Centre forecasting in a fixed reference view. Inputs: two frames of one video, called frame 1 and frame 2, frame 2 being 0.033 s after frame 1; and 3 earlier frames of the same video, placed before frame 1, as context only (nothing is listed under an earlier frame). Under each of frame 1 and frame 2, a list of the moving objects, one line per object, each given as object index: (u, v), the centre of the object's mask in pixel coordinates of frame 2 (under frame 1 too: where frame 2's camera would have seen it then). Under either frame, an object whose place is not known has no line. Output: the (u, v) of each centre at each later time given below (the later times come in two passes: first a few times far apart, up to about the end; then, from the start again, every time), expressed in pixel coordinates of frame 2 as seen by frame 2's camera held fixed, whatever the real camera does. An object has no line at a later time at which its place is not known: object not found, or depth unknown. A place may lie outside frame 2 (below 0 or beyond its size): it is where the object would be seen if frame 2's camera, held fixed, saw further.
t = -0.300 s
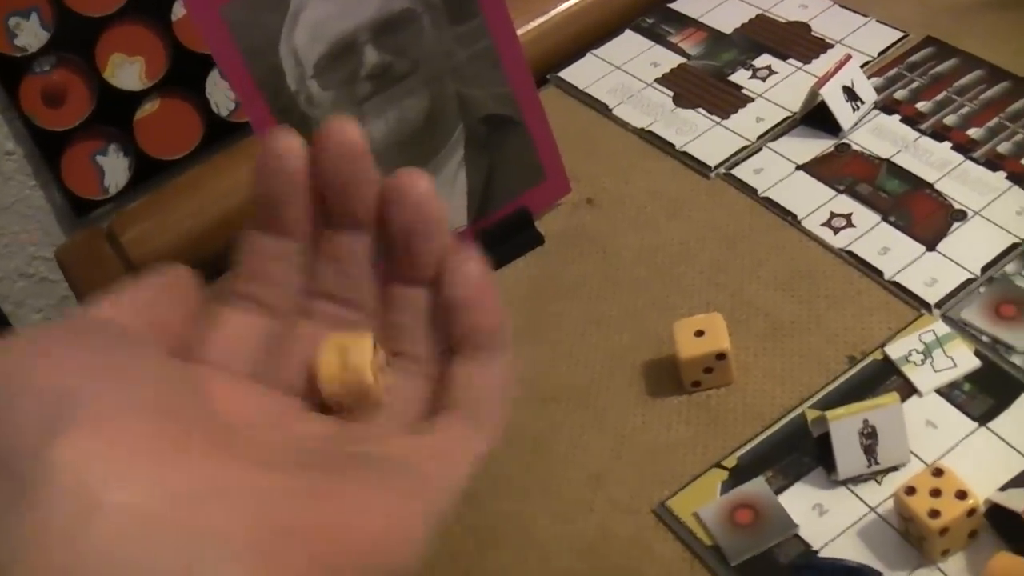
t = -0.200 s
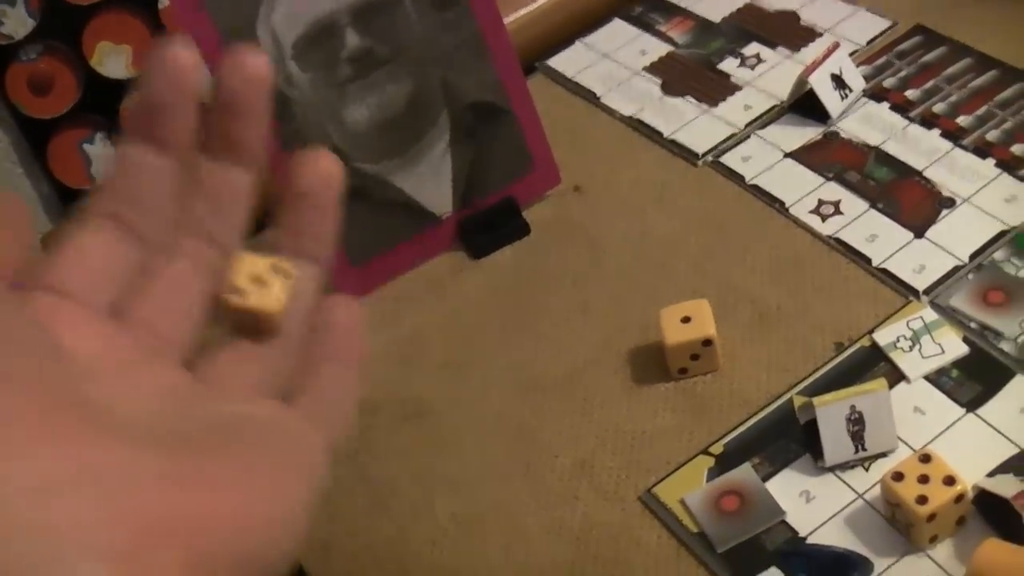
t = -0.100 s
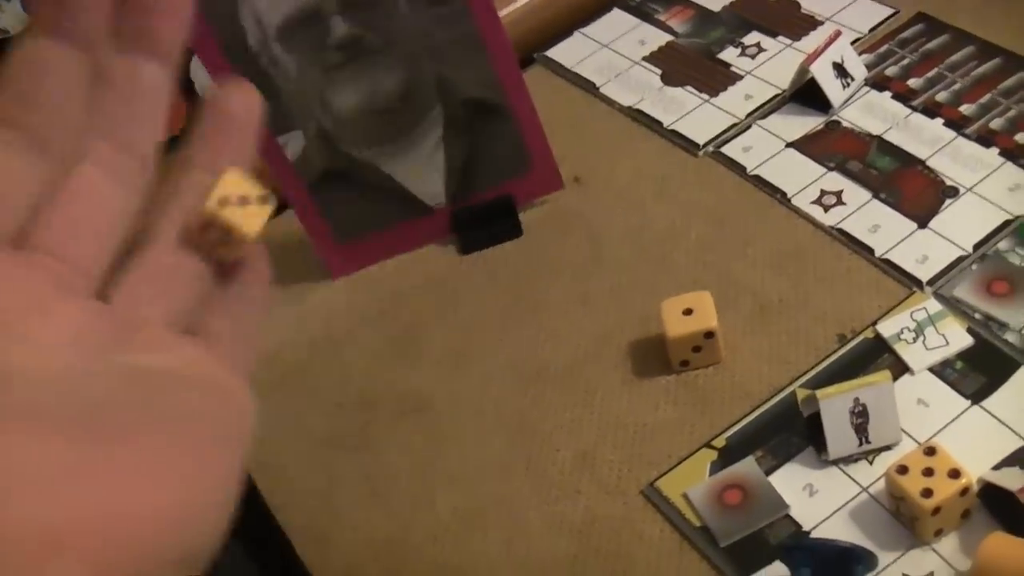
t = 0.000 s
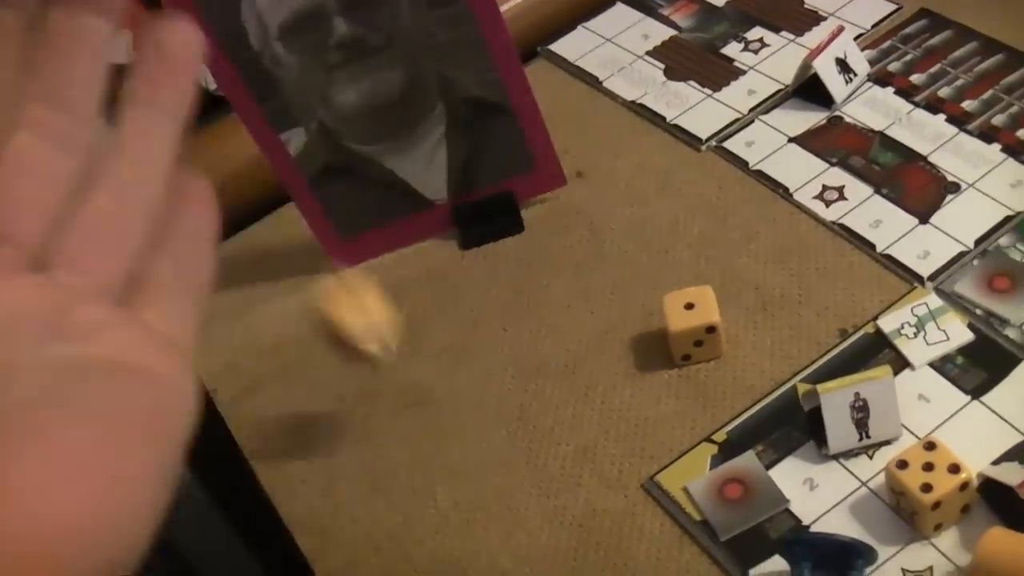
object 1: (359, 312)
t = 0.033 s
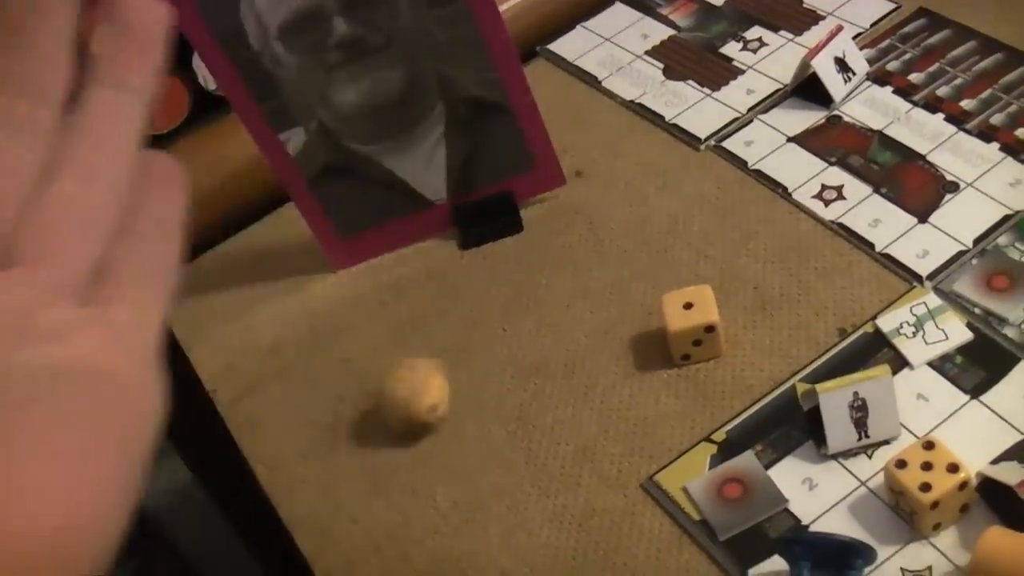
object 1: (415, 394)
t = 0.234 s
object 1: (565, 303)
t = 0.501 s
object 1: (601, 299)
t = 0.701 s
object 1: (601, 299)
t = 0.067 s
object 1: (434, 363)
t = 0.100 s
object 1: (454, 338)
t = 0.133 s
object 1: (494, 333)
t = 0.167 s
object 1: (514, 319)
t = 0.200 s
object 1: (544, 316)
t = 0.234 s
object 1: (565, 303)
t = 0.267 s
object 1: (583, 297)
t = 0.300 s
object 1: (594, 293)
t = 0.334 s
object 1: (600, 296)
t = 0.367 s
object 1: (601, 300)
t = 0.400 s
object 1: (601, 300)
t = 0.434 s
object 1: (601, 299)
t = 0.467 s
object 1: (601, 299)
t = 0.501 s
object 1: (601, 299)
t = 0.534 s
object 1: (602, 299)
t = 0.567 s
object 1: (601, 299)
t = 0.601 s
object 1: (601, 300)
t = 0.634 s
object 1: (601, 299)
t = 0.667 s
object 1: (601, 299)
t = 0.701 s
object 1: (601, 299)
